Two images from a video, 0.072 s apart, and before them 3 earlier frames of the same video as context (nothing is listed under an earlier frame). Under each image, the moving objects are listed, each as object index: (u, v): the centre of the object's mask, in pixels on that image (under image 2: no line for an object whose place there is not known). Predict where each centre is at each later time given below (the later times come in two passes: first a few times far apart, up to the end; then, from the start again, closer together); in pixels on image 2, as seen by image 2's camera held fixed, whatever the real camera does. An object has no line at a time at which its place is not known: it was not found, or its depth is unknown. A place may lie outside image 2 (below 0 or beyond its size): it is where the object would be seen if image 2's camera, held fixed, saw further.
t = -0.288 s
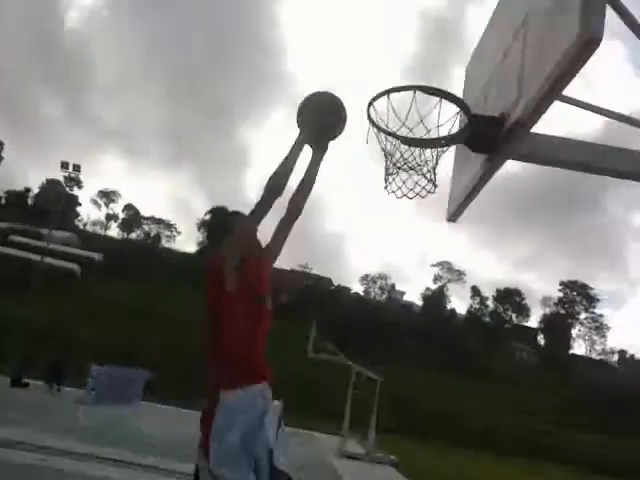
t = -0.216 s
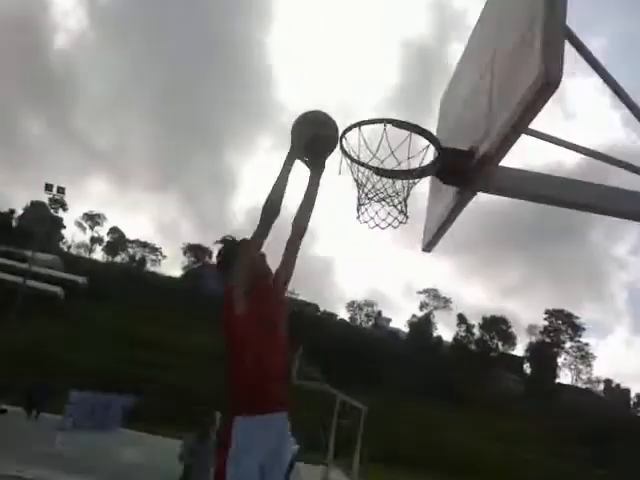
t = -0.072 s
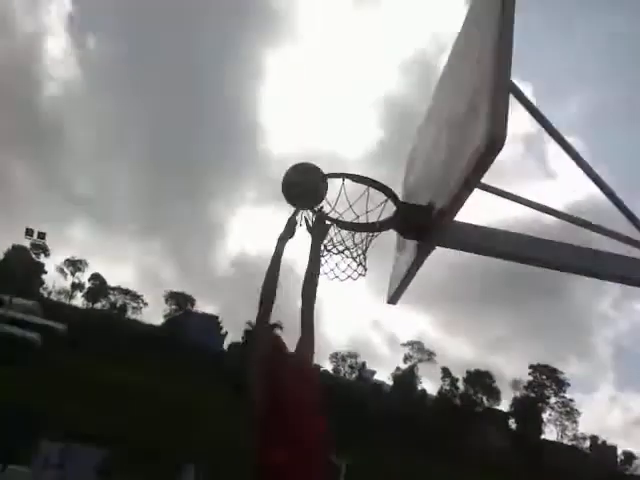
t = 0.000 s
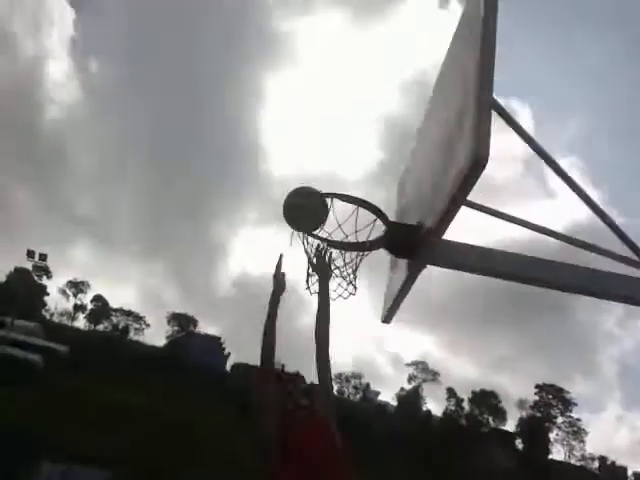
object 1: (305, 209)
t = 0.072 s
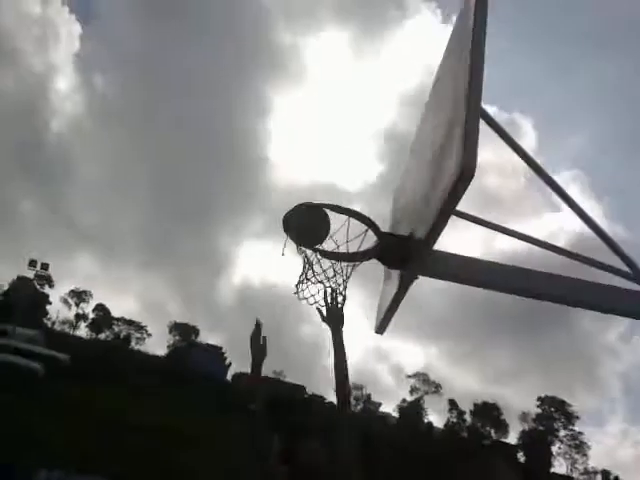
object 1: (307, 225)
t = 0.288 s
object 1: (312, 243)
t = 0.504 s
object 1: (317, 319)
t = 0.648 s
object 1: (318, 398)
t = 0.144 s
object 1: (311, 228)
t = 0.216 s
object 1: (311, 234)
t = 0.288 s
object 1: (312, 243)
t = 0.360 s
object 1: (316, 261)
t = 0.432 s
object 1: (318, 285)
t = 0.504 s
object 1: (317, 319)
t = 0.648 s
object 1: (318, 398)
